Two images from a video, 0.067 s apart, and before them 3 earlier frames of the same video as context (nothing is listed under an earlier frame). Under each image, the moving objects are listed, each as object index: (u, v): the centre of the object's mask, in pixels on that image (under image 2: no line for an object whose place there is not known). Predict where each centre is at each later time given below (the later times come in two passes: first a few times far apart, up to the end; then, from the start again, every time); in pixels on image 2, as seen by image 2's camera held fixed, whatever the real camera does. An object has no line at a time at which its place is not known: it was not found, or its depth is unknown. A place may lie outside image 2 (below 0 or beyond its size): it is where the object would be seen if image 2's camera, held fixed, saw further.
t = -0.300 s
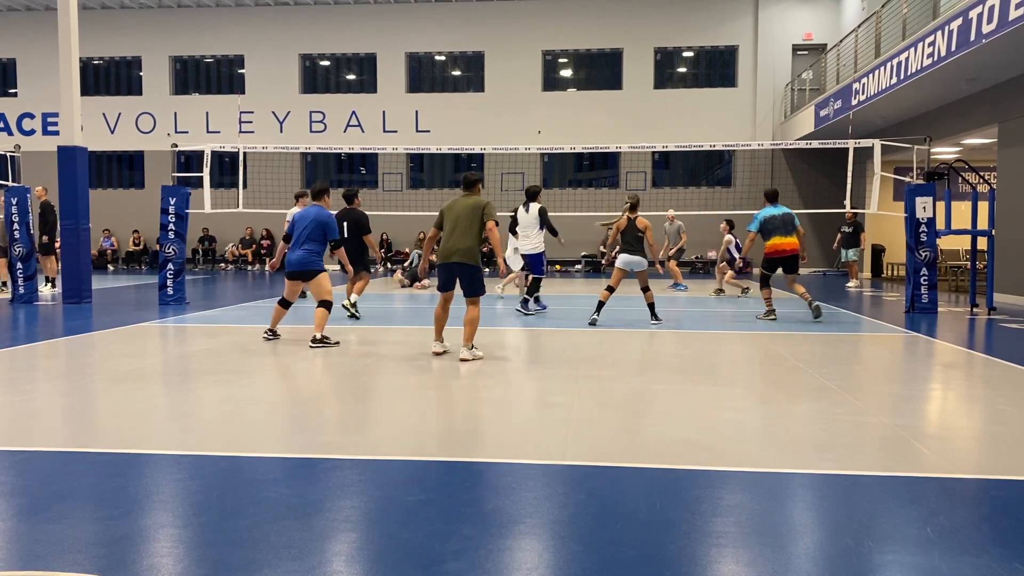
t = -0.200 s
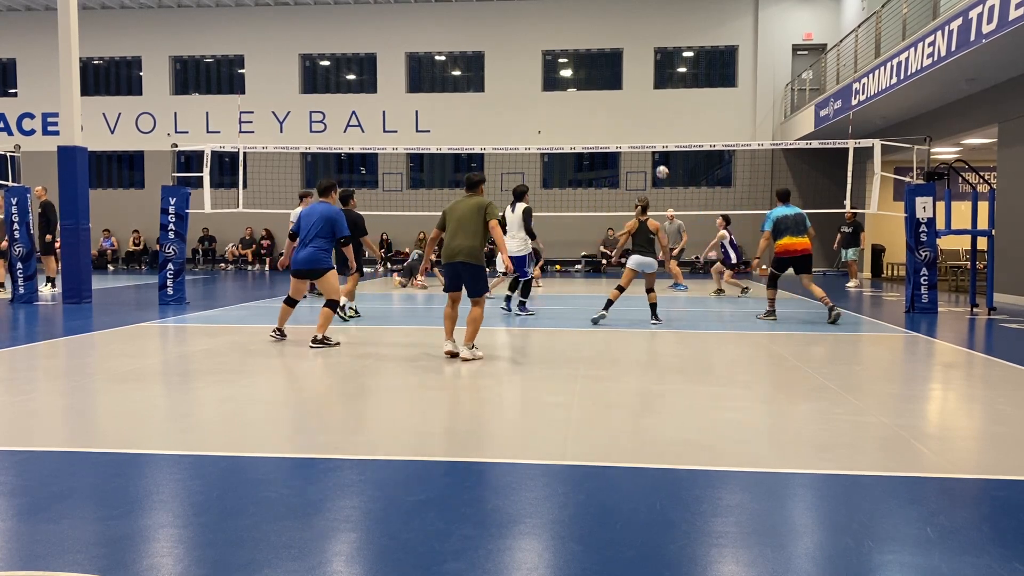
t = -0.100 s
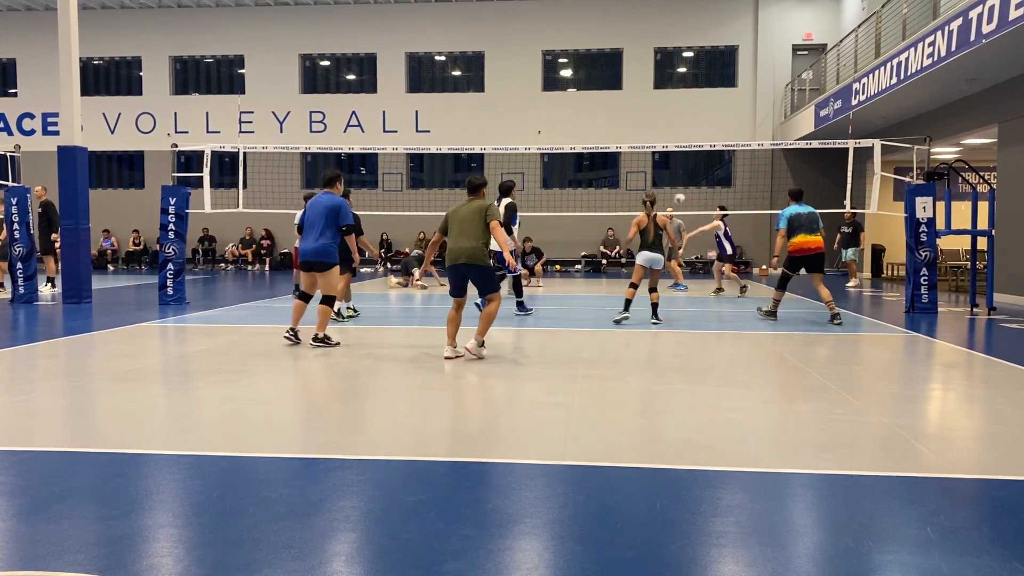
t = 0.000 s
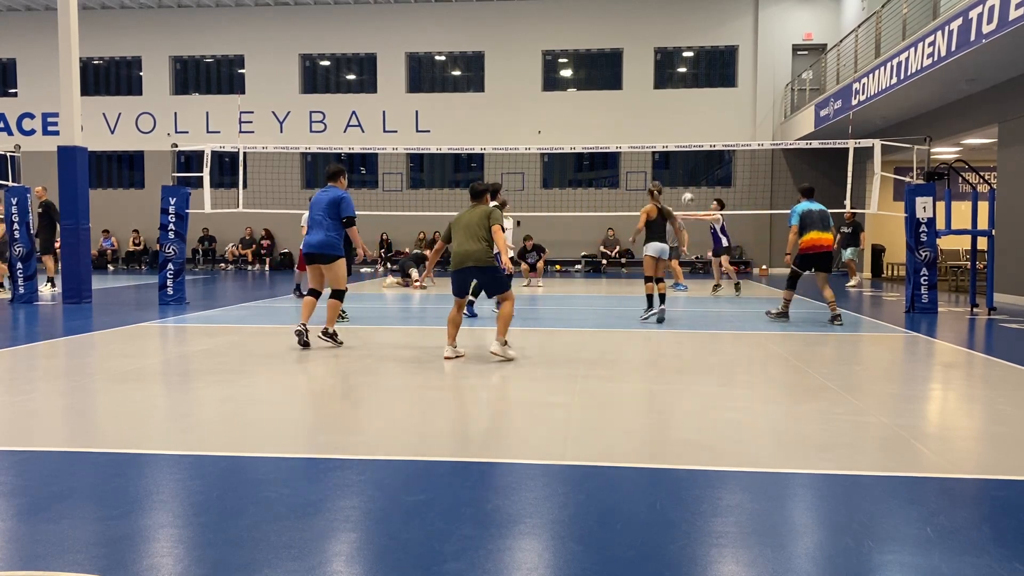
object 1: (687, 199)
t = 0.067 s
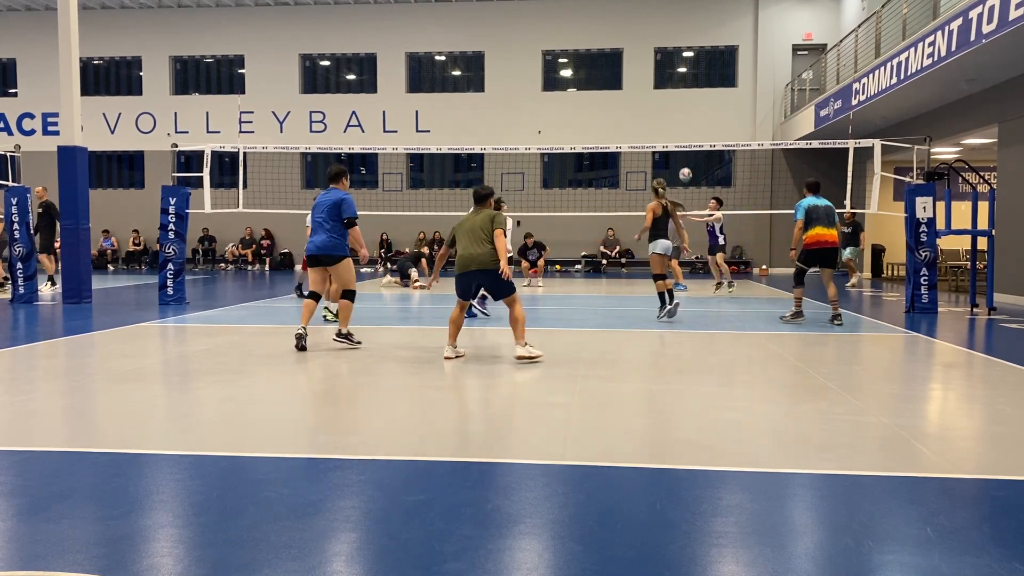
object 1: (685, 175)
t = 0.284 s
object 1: (677, 106)
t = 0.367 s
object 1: (673, 85)
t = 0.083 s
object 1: (685, 169)
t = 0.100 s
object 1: (684, 163)
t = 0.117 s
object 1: (683, 157)
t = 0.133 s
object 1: (683, 154)
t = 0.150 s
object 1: (682, 142)
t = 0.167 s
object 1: (682, 139)
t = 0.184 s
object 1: (681, 136)
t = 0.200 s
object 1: (680, 130)
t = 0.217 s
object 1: (680, 125)
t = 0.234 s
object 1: (679, 120)
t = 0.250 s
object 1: (678, 115)
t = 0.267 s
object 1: (678, 111)
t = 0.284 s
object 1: (677, 106)
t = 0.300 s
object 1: (676, 101)
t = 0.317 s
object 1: (676, 97)
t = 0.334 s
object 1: (675, 93)
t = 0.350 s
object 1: (675, 89)
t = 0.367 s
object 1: (673, 85)
